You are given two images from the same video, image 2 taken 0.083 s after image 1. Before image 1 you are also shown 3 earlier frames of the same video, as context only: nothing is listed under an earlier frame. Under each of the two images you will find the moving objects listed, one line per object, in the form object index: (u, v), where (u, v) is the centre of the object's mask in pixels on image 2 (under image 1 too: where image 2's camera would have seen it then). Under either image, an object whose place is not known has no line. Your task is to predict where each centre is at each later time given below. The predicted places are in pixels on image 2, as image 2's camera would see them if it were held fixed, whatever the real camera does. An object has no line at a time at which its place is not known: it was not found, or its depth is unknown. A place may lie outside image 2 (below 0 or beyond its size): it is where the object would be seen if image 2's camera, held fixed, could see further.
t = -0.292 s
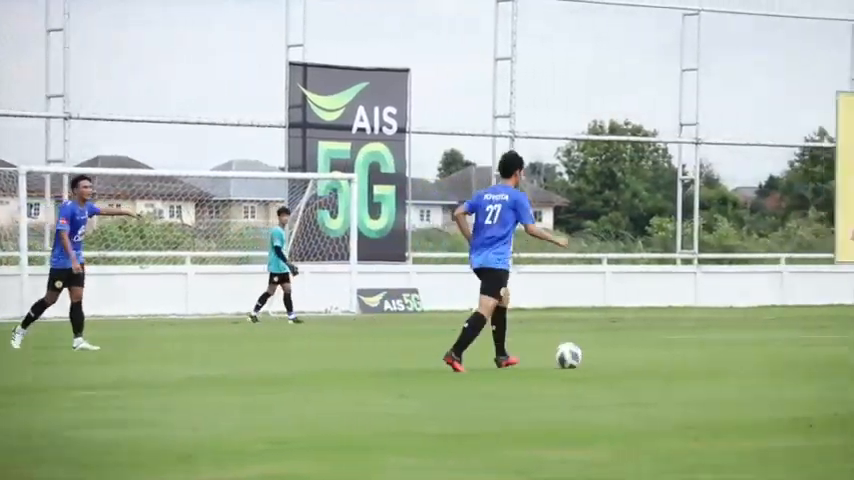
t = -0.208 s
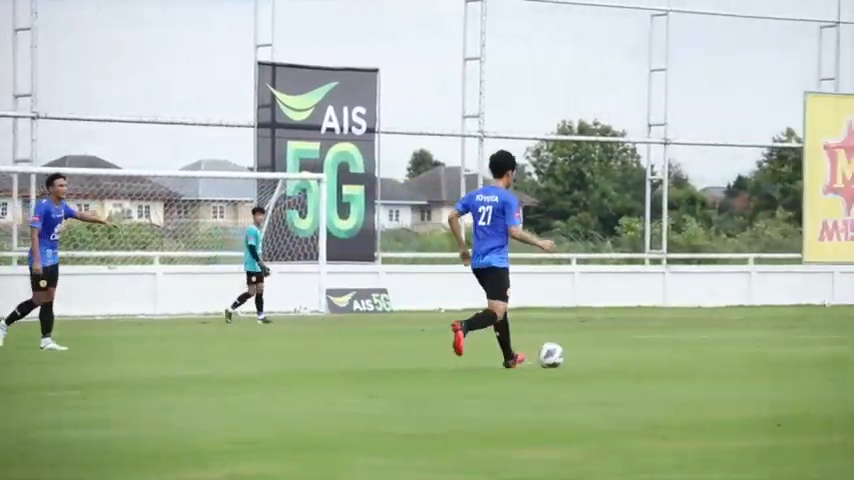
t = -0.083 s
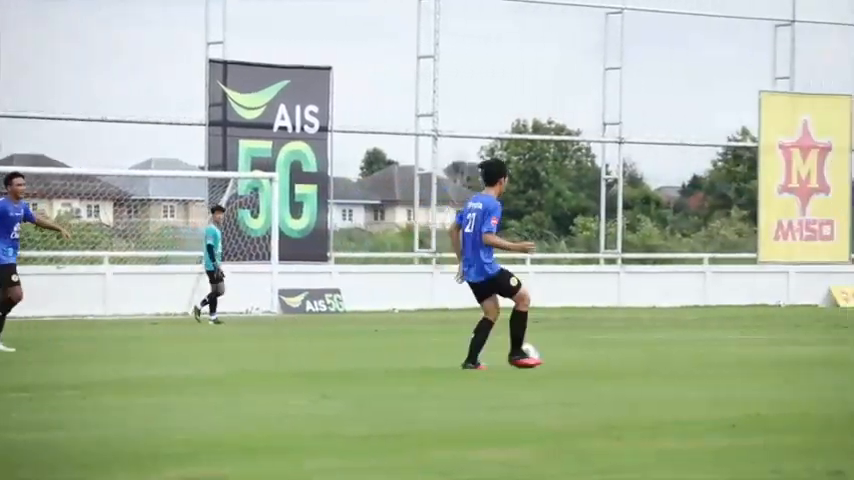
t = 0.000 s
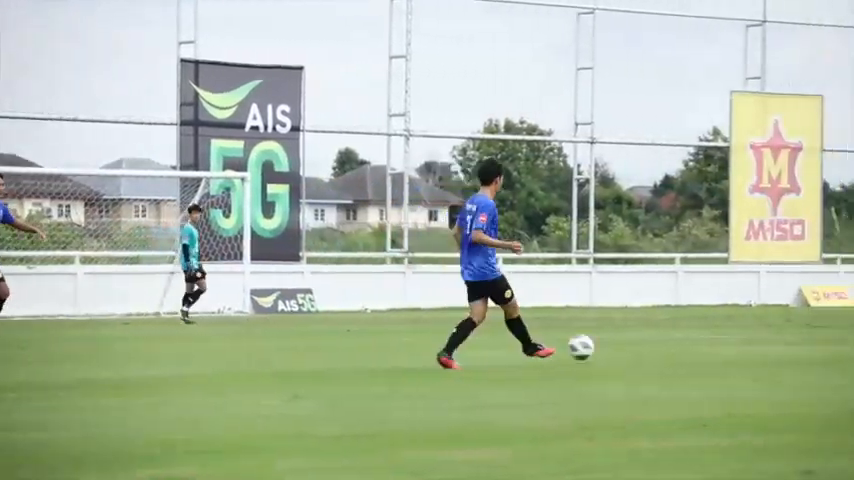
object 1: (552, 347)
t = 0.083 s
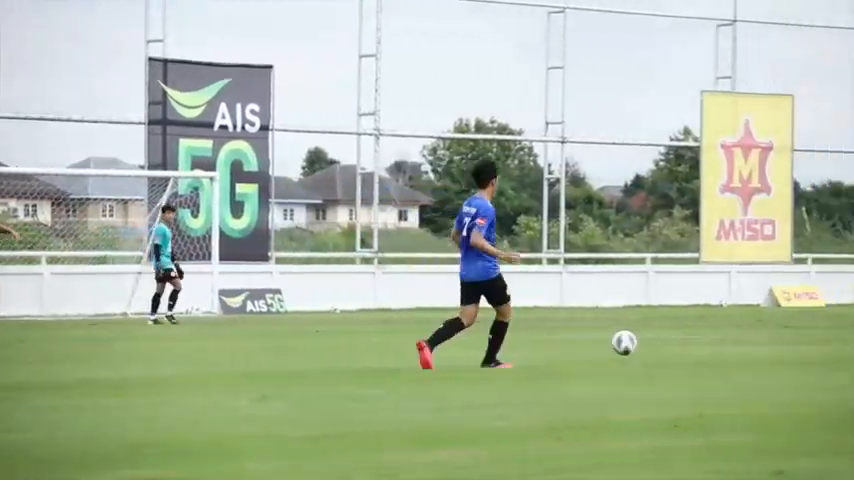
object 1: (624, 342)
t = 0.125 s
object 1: (656, 343)
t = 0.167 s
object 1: (685, 344)
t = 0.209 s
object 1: (710, 340)
